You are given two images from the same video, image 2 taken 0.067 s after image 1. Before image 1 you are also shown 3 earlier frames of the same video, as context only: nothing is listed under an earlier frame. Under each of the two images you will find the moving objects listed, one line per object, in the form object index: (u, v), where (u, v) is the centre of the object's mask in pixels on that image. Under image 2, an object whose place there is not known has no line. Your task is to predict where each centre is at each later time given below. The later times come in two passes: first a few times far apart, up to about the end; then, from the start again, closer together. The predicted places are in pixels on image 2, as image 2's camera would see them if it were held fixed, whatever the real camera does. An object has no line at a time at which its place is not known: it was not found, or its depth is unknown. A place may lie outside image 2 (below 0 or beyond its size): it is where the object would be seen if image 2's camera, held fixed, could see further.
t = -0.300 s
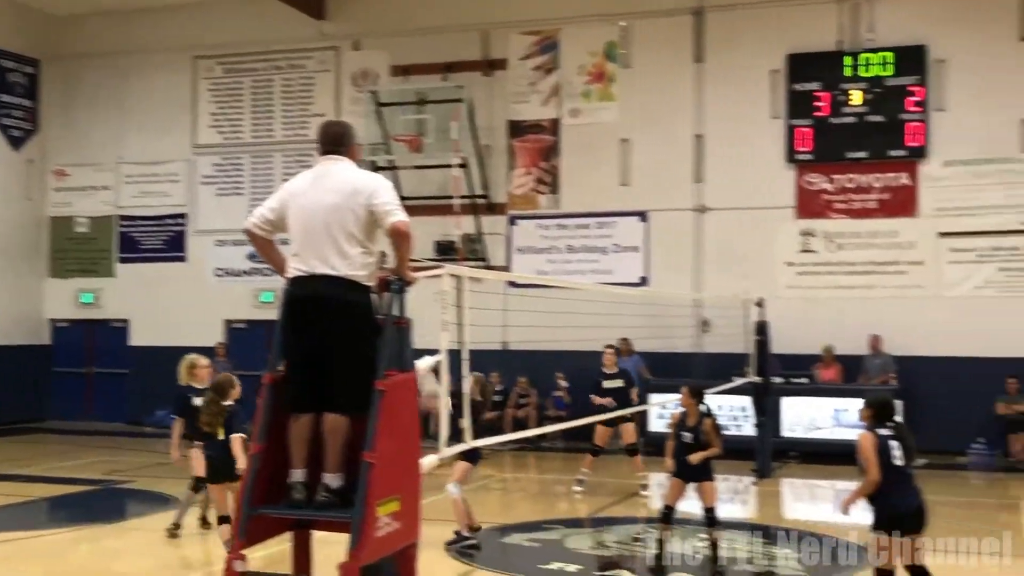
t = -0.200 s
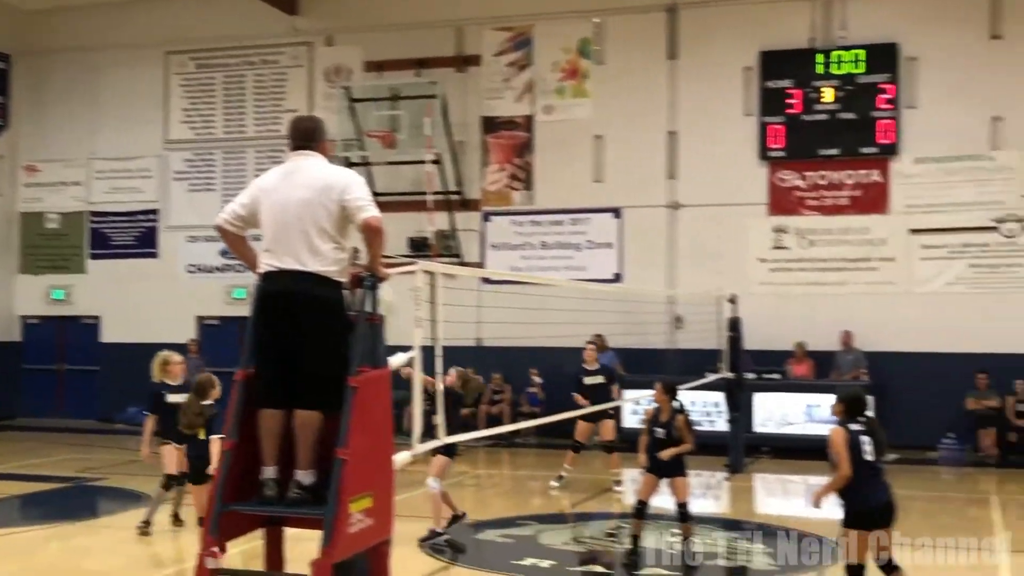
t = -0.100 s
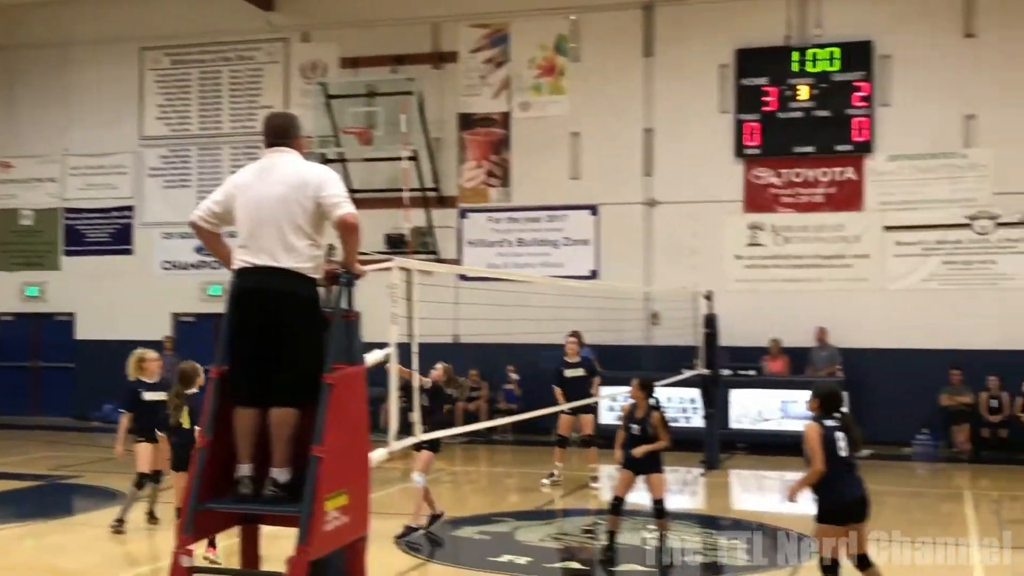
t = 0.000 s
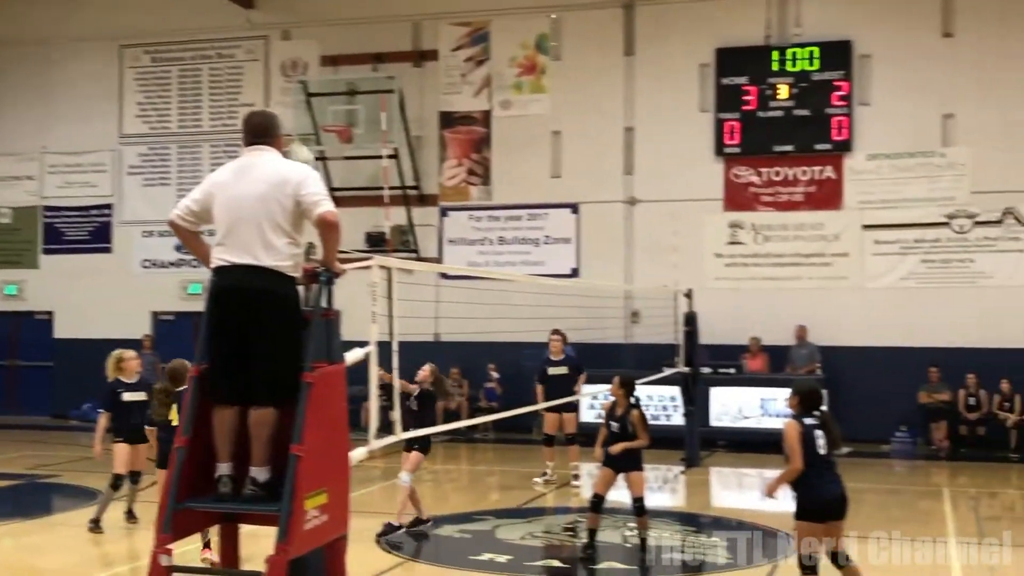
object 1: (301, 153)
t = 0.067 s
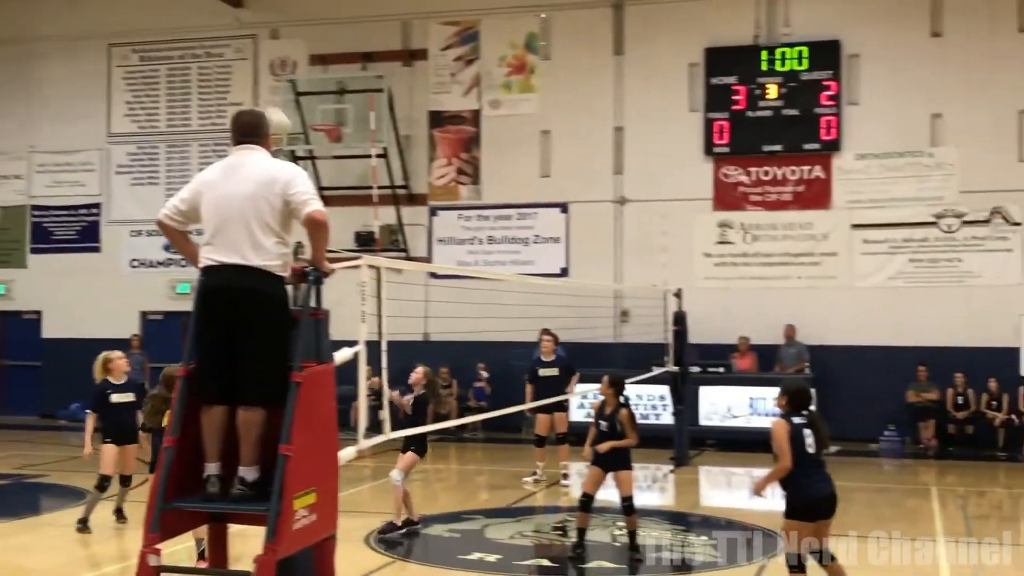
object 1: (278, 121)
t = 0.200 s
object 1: (249, 67)
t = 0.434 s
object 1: (202, 20)
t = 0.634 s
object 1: (164, 27)
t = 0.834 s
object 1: (127, 76)
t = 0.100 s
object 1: (273, 111)
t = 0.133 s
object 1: (266, 93)
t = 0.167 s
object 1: (255, 78)
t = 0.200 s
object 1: (249, 67)
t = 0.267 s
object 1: (235, 48)
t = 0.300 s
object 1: (229, 40)
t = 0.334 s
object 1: (222, 34)
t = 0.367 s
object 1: (215, 29)
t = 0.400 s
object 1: (209, 22)
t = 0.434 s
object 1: (202, 20)
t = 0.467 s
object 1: (196, 19)
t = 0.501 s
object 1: (189, 18)
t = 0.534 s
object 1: (183, 19)
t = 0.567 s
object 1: (176, 20)
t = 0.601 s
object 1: (170, 23)
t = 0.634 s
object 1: (164, 27)
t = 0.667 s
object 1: (157, 33)
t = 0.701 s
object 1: (151, 40)
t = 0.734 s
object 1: (145, 46)
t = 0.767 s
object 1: (139, 55)
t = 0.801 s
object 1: (133, 66)
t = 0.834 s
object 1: (127, 76)
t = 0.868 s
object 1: (122, 90)
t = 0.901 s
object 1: (116, 104)
